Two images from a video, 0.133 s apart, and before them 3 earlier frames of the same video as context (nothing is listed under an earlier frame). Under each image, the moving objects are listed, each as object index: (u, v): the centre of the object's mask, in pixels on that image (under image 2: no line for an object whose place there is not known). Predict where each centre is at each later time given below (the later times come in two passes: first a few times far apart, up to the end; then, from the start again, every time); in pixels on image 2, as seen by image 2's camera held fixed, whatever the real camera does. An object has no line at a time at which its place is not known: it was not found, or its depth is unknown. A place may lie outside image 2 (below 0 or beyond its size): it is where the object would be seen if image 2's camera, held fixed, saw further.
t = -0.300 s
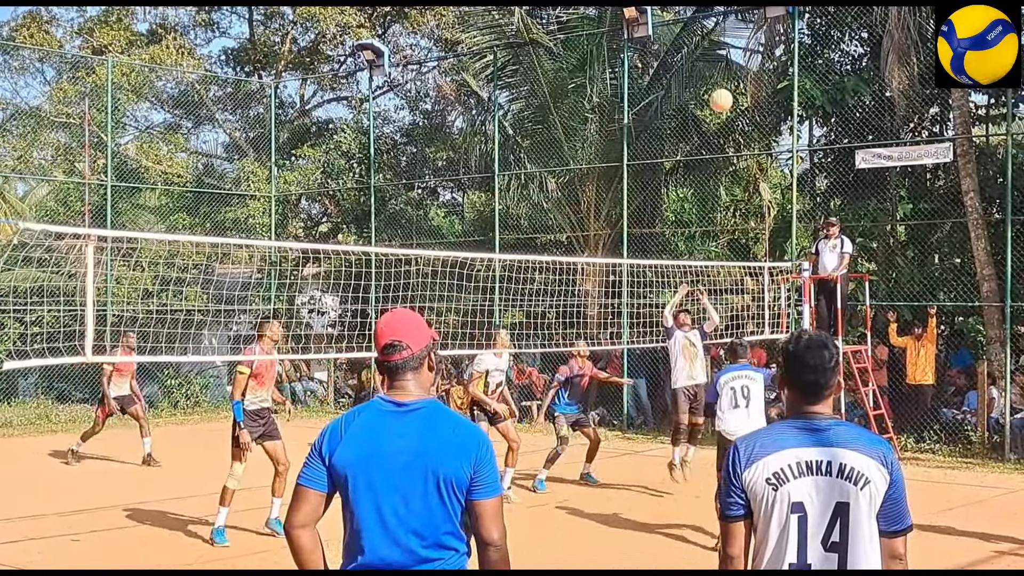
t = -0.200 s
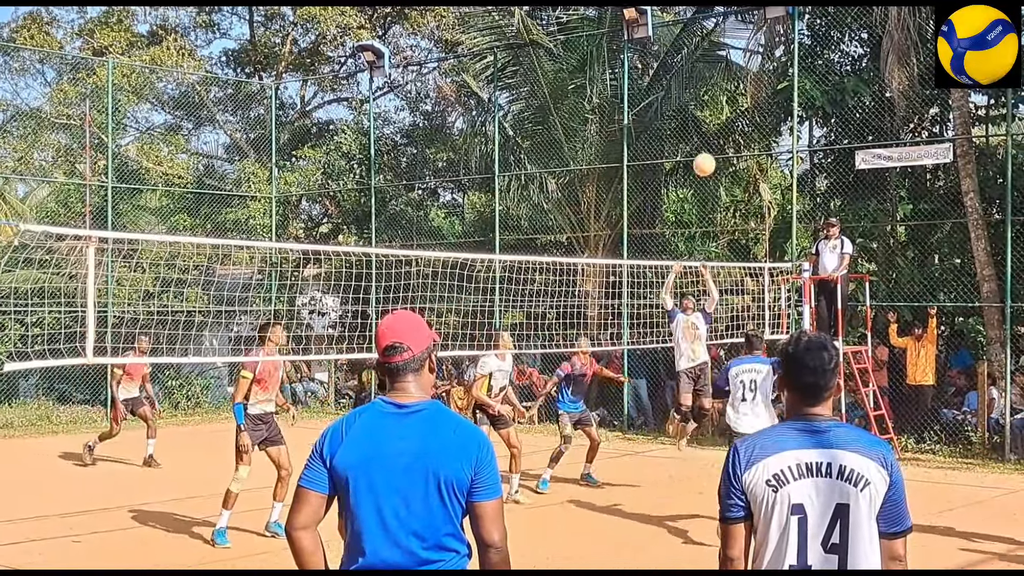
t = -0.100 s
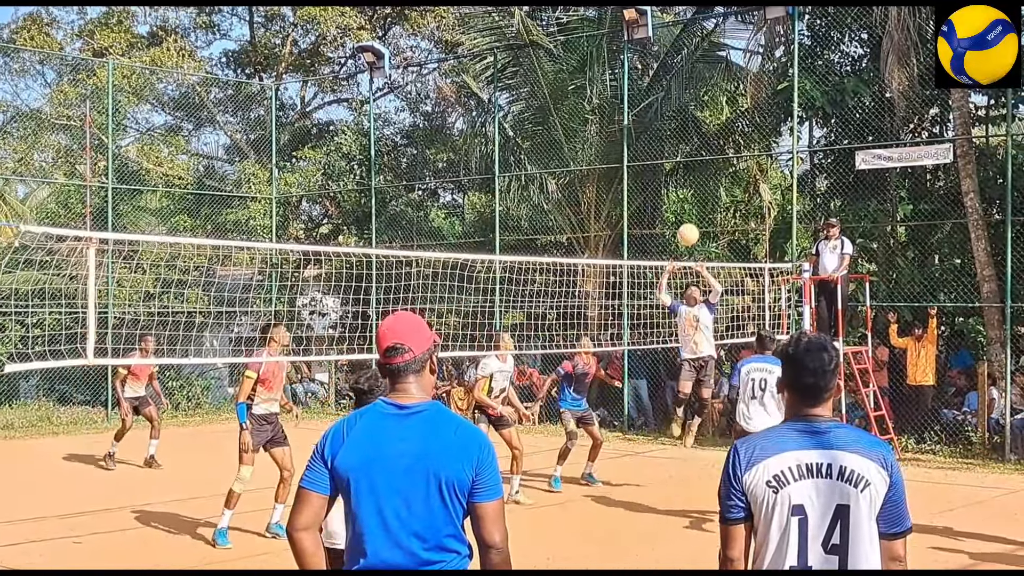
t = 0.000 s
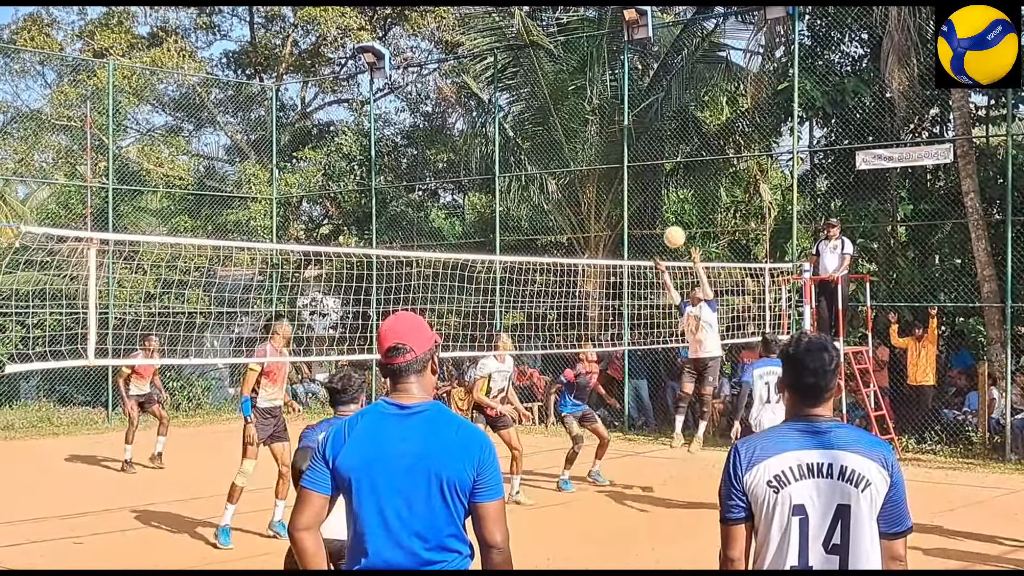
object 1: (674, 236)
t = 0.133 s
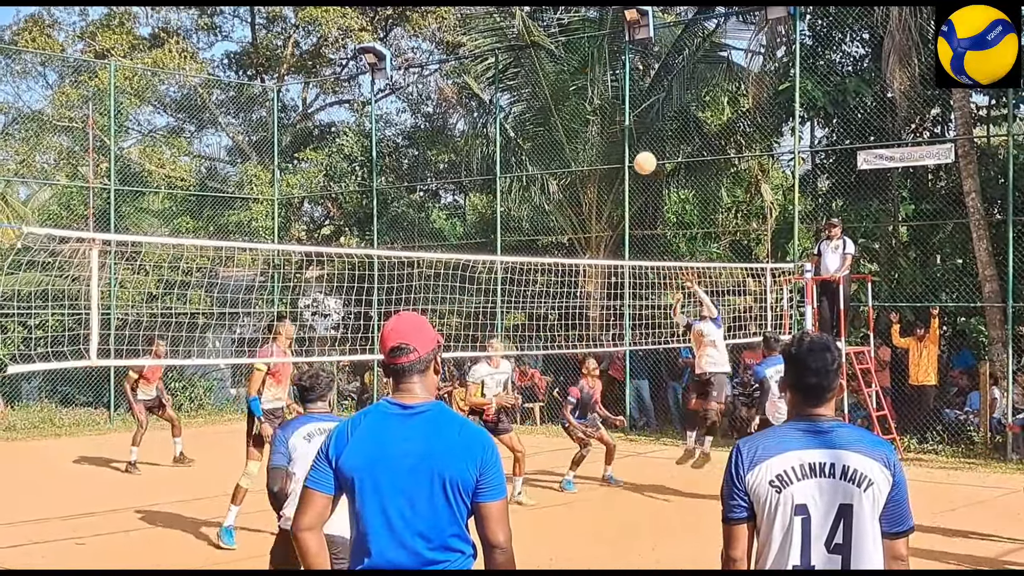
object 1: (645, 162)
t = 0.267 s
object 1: (614, 103)
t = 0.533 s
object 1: (548, 33)
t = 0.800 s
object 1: (472, 41)
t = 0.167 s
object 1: (637, 146)
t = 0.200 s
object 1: (630, 131)
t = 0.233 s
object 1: (622, 116)
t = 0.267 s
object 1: (614, 103)
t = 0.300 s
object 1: (606, 91)
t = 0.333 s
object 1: (598, 79)
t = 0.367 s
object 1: (590, 69)
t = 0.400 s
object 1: (582, 60)
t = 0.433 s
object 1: (573, 51)
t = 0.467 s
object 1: (565, 44)
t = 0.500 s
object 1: (556, 38)
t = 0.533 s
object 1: (548, 33)
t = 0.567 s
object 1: (539, 29)
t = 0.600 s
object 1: (530, 27)
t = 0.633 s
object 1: (520, 25)
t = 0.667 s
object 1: (511, 26)
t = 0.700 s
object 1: (501, 27)
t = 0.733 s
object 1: (492, 30)
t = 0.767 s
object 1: (482, 35)
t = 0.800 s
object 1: (472, 41)
